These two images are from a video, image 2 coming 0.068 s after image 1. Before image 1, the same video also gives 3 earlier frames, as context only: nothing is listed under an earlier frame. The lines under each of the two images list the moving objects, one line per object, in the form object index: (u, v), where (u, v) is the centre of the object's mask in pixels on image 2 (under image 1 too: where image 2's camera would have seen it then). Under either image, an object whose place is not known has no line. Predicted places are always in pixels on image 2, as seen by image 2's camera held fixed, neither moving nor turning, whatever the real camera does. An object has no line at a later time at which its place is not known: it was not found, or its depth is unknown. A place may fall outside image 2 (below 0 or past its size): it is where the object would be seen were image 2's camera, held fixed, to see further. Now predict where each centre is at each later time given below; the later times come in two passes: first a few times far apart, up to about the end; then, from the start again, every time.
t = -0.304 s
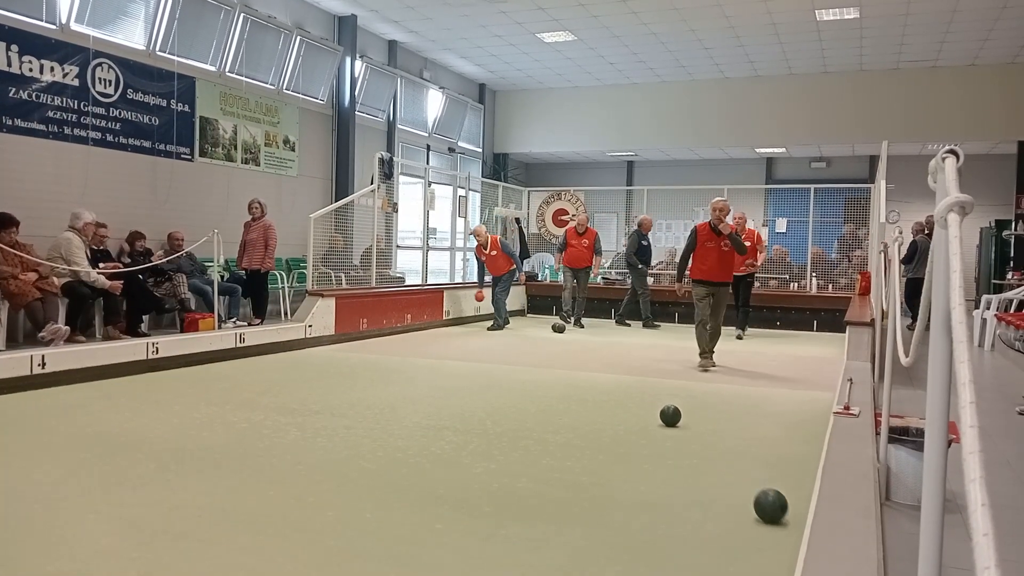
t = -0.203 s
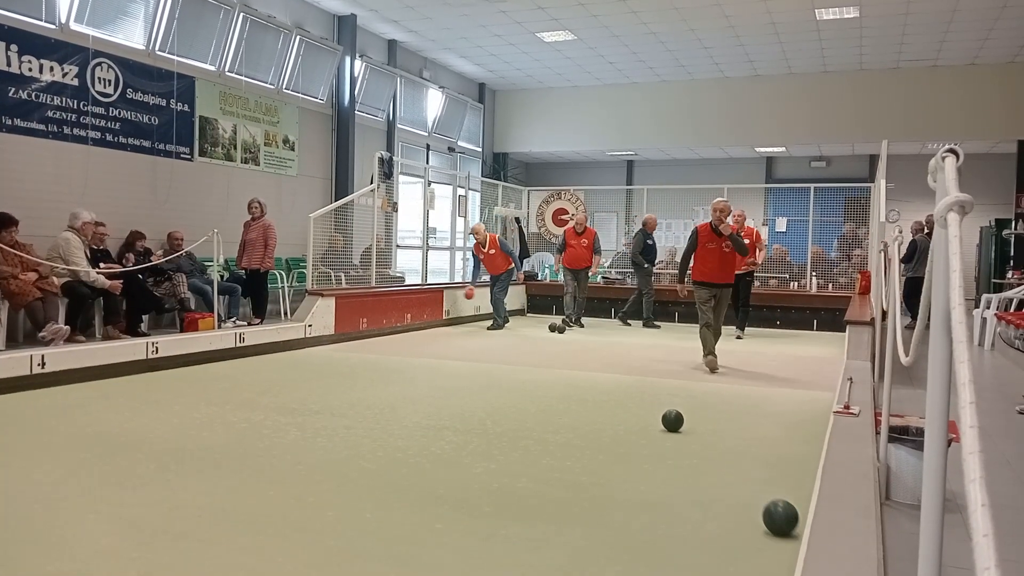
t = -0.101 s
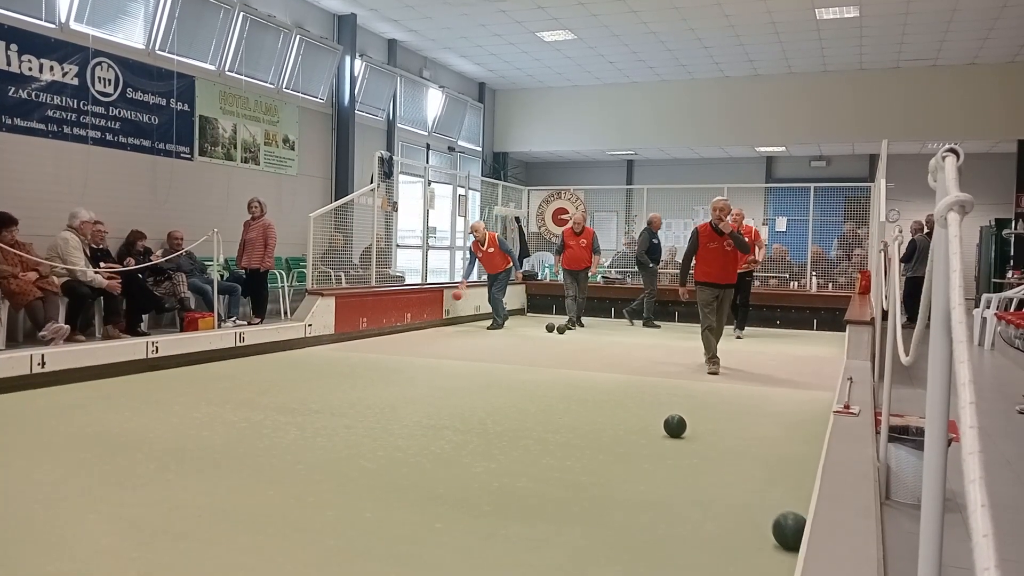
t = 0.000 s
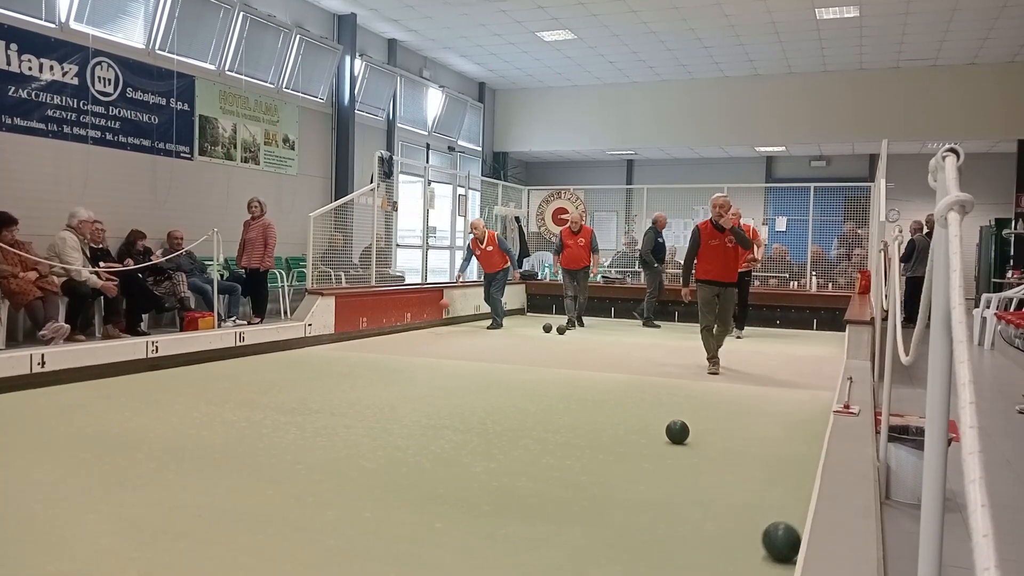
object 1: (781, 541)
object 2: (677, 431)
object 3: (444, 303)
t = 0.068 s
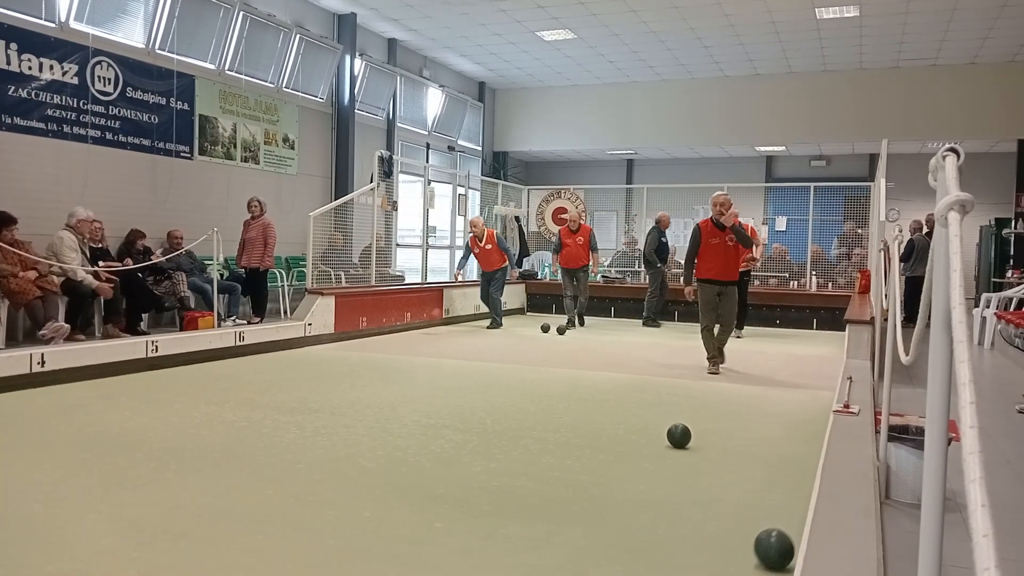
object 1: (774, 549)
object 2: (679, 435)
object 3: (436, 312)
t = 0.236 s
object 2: (683, 447)
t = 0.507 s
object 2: (692, 468)
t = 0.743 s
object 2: (701, 491)
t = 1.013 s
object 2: (713, 523)
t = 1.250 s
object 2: (725, 556)
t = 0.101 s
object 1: (771, 553)
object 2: (680, 438)
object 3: (430, 321)
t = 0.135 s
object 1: (767, 556)
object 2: (681, 439)
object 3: (425, 329)
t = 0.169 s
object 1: (763, 559)
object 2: (682, 442)
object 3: (422, 327)
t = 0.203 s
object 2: (682, 444)
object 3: (419, 326)
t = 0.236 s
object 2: (683, 447)
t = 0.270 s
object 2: (684, 450)
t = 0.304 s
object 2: (685, 452)
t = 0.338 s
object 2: (686, 455)
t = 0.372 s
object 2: (687, 457)
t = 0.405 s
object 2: (688, 460)
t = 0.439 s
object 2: (690, 463)
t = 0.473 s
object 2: (691, 466)
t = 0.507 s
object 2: (692, 468)
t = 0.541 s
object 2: (693, 472)
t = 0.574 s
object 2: (694, 475)
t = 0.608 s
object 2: (696, 477)
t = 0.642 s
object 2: (697, 481)
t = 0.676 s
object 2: (698, 484)
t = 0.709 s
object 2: (700, 488)
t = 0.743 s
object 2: (701, 491)
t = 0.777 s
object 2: (702, 495)
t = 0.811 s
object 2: (704, 498)
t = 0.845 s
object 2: (705, 502)
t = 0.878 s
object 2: (706, 506)
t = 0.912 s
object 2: (708, 510)
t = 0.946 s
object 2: (710, 514)
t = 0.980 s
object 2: (711, 518)
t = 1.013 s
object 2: (713, 523)
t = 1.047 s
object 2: (714, 527)
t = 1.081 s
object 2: (716, 532)
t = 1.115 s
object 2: (718, 537)
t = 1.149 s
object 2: (720, 542)
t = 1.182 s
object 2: (721, 548)
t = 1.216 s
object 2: (724, 552)
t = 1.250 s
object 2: (725, 556)
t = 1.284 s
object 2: (727, 559)
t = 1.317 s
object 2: (729, 562)
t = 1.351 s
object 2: (731, 565)
